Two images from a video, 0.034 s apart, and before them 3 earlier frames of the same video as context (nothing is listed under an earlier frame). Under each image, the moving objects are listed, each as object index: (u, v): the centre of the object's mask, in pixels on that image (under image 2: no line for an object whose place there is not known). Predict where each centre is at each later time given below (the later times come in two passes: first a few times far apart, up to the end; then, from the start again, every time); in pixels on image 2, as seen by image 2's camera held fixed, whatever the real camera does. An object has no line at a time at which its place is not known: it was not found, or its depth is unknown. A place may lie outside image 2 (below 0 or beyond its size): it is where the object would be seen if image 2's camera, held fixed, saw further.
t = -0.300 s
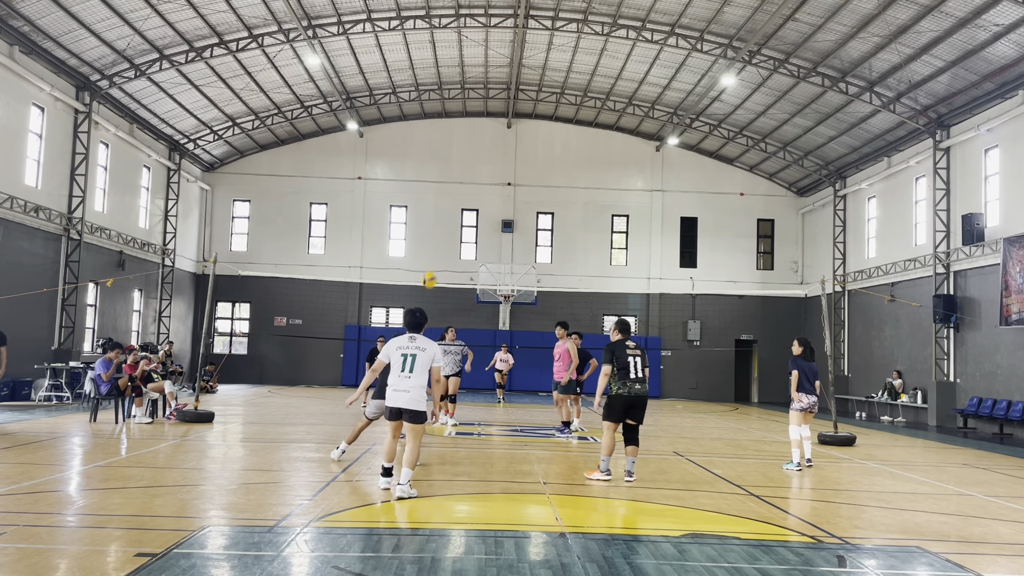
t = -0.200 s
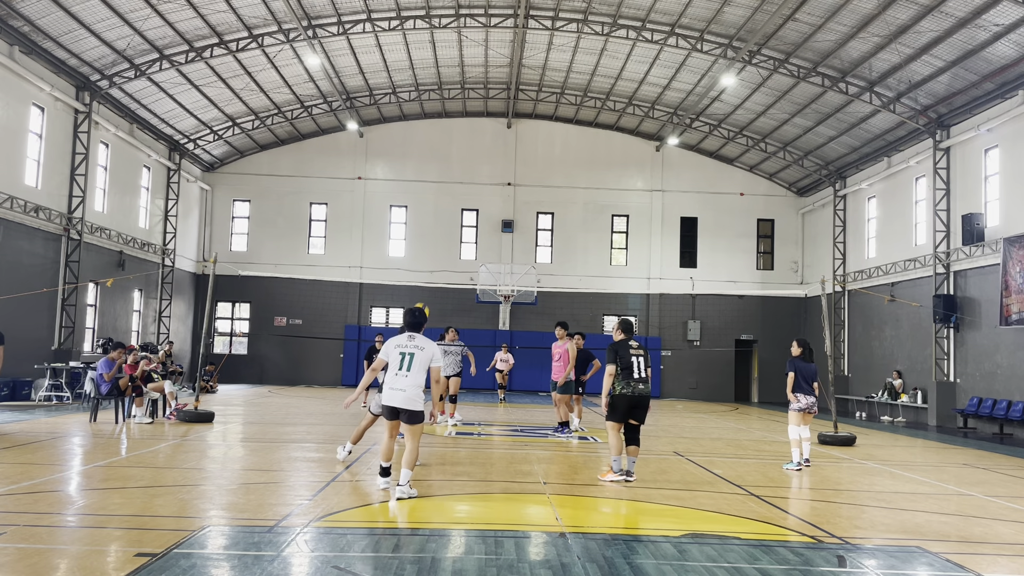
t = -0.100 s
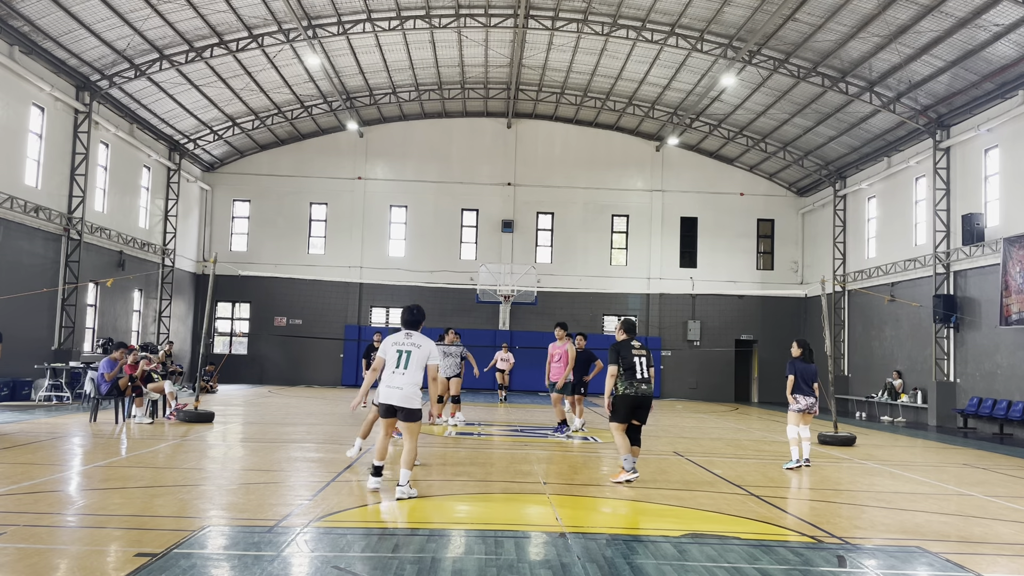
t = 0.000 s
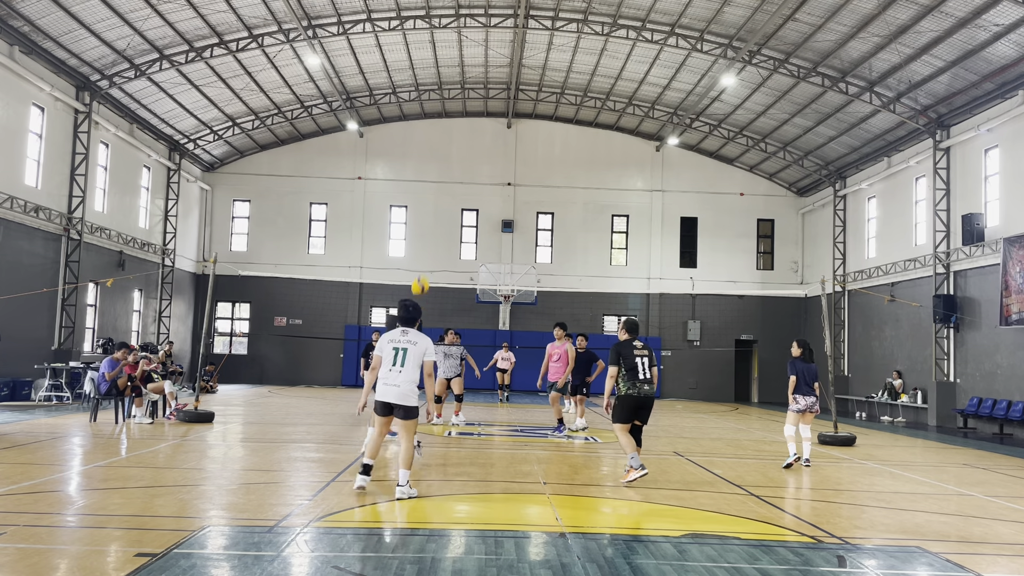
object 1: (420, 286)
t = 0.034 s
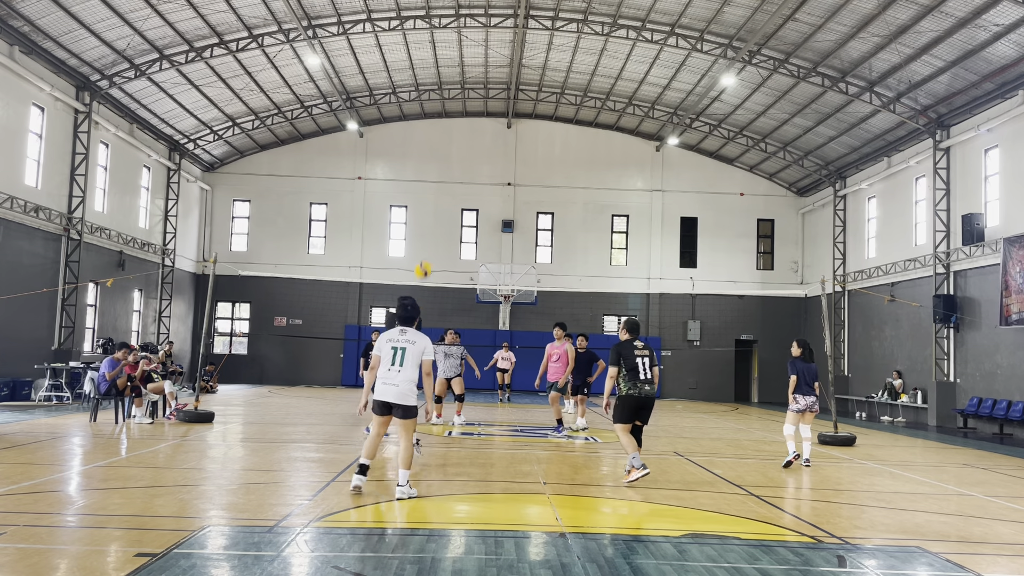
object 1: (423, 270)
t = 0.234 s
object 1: (435, 204)
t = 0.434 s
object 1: (445, 173)
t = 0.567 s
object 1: (449, 170)
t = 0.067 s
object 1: (426, 256)
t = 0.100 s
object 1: (428, 243)
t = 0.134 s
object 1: (430, 232)
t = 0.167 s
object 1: (432, 221)
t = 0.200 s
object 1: (434, 212)
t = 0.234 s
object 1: (435, 204)
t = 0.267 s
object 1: (437, 196)
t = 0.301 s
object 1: (439, 190)
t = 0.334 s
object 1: (441, 184)
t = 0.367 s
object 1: (442, 180)
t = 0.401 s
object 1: (444, 176)
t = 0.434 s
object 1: (445, 173)
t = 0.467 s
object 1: (446, 171)
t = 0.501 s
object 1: (447, 170)
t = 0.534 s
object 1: (448, 169)
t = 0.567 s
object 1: (449, 170)
